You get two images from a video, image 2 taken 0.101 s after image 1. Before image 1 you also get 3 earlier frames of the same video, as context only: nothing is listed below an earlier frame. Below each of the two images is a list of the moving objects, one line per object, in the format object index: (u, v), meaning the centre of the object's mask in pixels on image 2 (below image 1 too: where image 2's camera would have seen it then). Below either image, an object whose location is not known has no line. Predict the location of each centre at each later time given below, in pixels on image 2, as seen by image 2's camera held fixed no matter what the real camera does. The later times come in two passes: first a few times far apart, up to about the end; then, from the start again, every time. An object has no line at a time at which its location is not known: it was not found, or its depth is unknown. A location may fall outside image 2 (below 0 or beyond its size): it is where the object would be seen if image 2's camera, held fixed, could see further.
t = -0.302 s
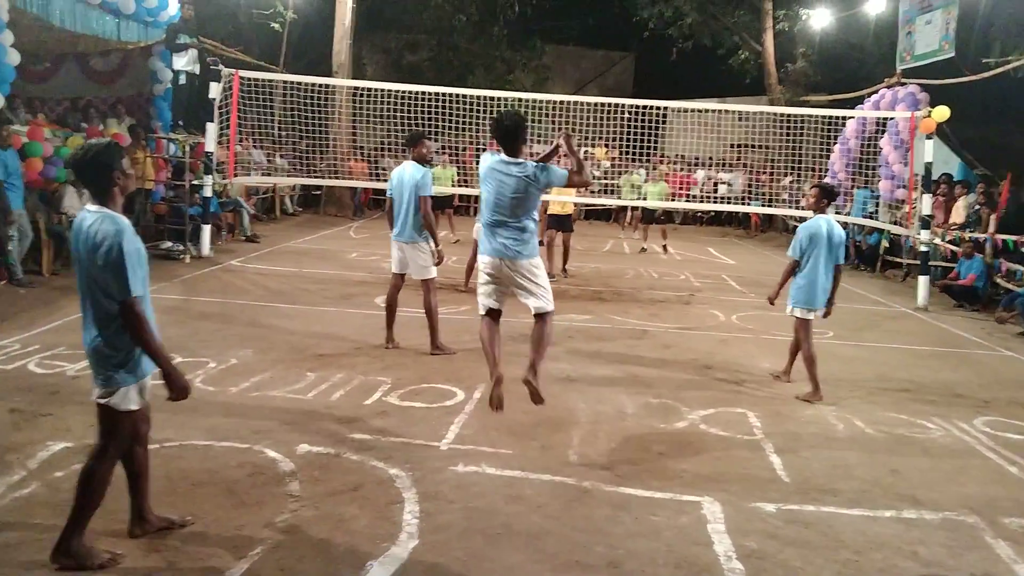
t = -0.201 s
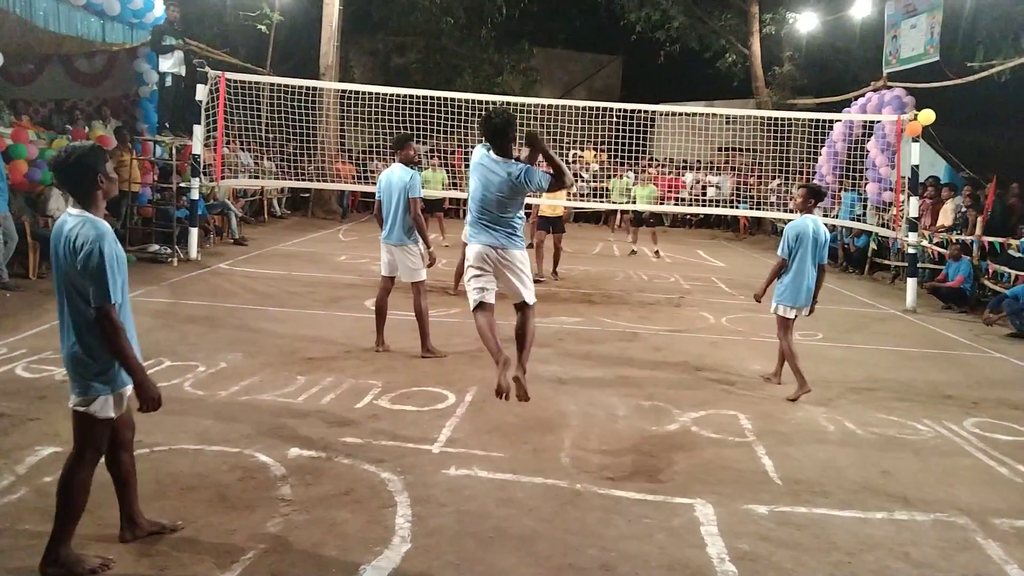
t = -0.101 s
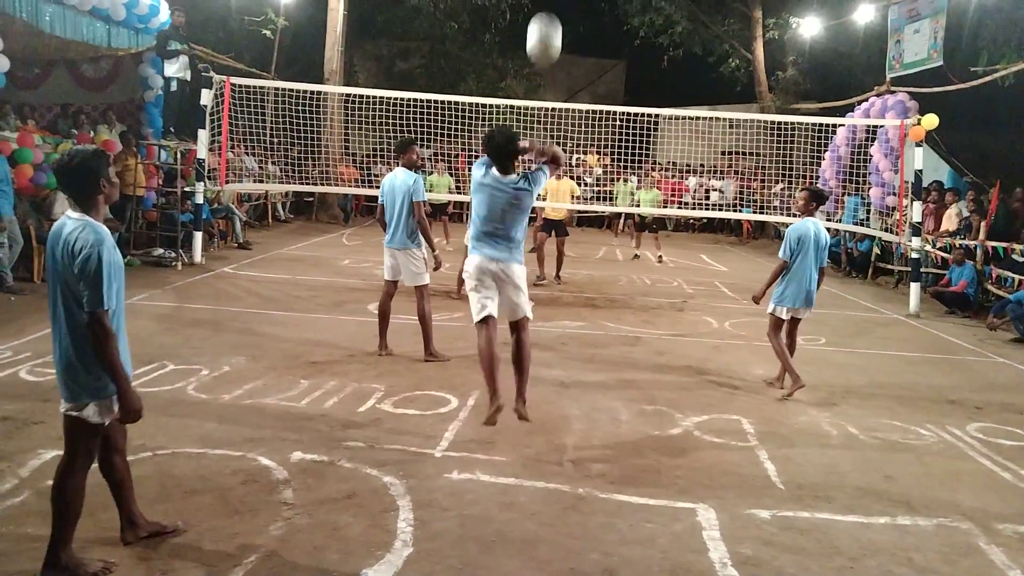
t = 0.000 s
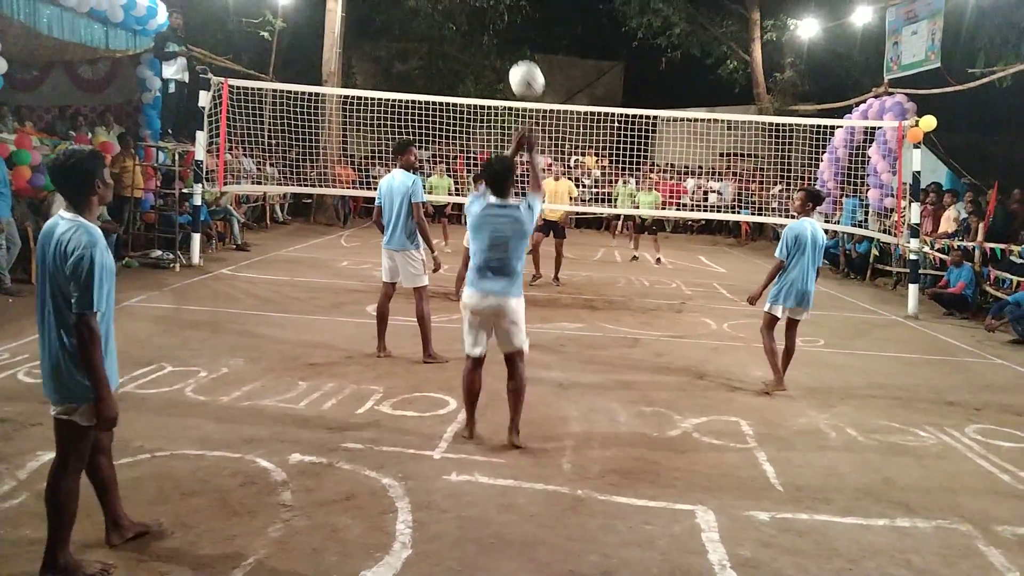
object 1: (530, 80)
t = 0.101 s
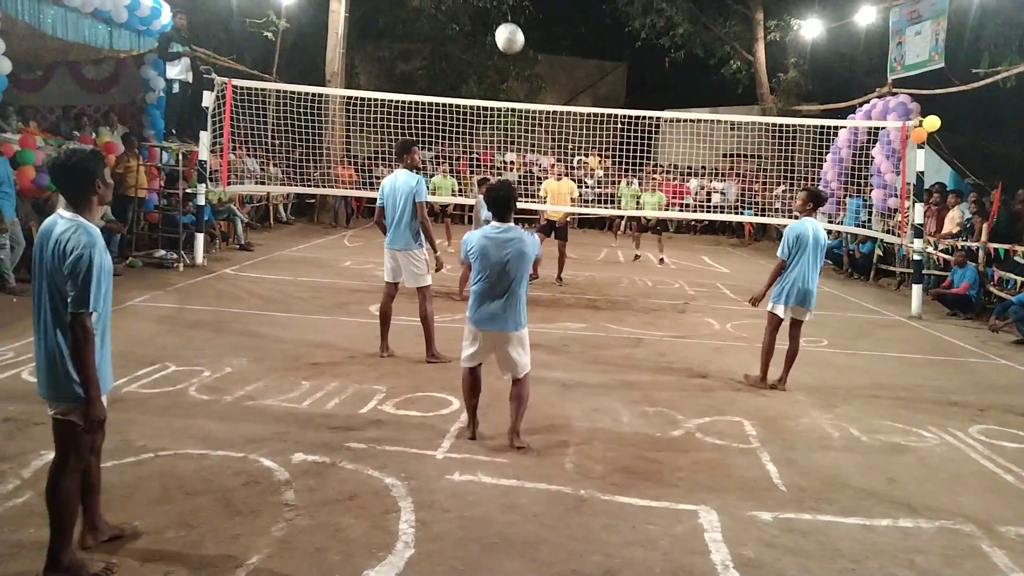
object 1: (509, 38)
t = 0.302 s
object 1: (483, 15)
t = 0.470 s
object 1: (469, 28)
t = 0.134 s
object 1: (504, 29)
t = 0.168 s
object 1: (499, 23)
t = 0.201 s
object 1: (494, 18)
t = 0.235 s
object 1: (490, 16)
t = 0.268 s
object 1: (486, 15)
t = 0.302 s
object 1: (483, 15)
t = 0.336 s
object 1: (479, 15)
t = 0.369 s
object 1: (477, 17)
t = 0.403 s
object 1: (474, 19)
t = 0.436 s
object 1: (472, 23)
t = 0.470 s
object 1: (469, 28)
